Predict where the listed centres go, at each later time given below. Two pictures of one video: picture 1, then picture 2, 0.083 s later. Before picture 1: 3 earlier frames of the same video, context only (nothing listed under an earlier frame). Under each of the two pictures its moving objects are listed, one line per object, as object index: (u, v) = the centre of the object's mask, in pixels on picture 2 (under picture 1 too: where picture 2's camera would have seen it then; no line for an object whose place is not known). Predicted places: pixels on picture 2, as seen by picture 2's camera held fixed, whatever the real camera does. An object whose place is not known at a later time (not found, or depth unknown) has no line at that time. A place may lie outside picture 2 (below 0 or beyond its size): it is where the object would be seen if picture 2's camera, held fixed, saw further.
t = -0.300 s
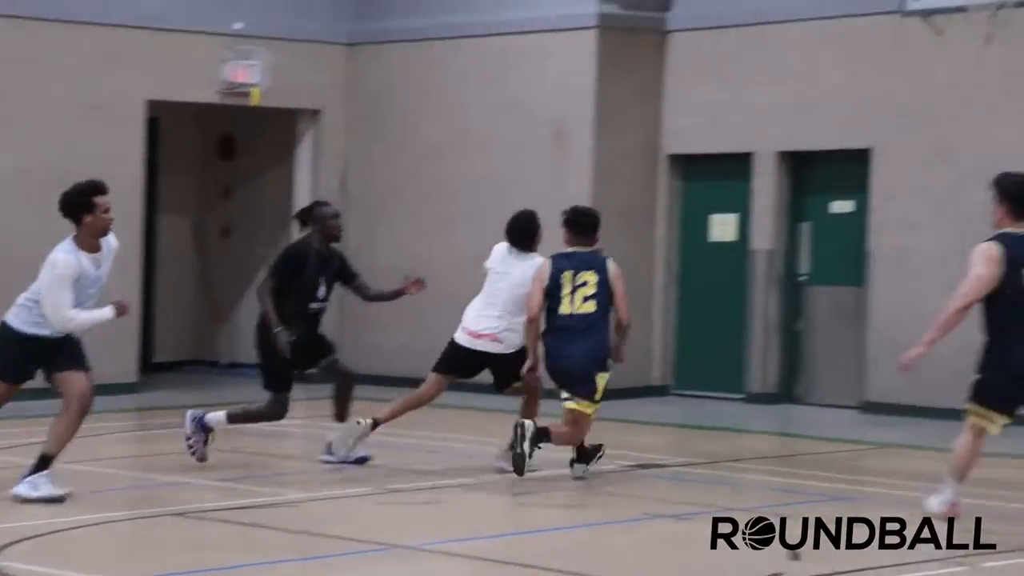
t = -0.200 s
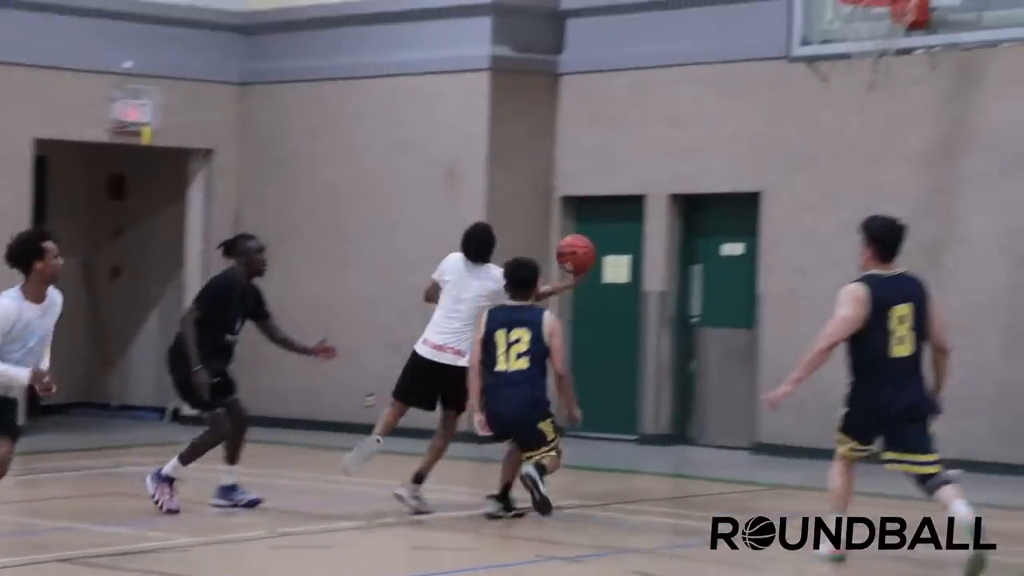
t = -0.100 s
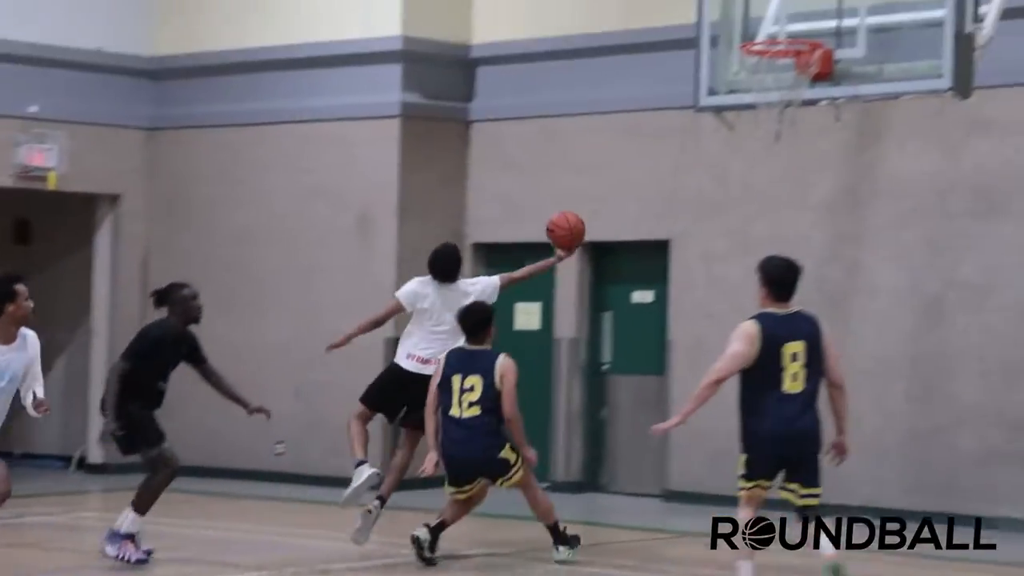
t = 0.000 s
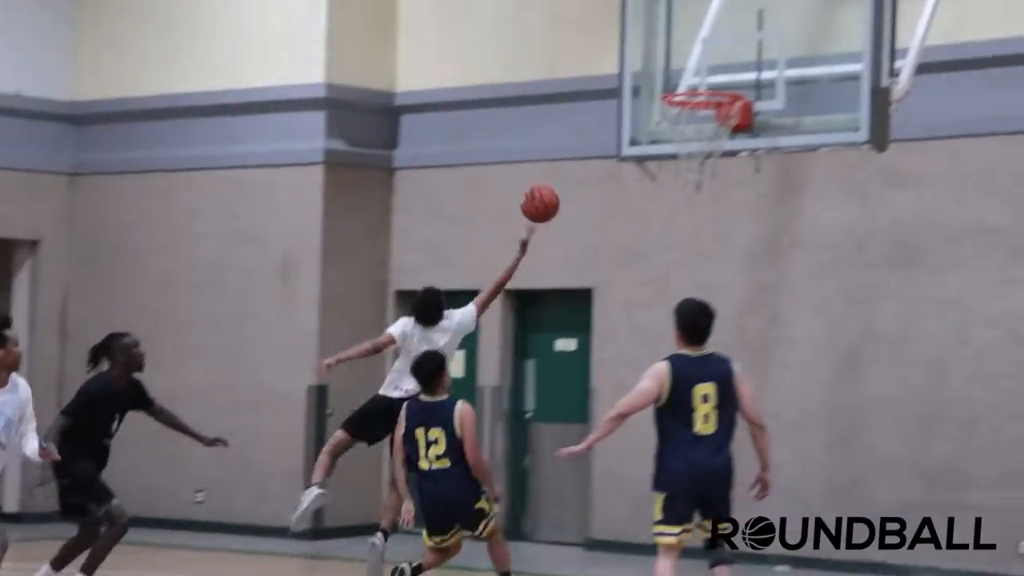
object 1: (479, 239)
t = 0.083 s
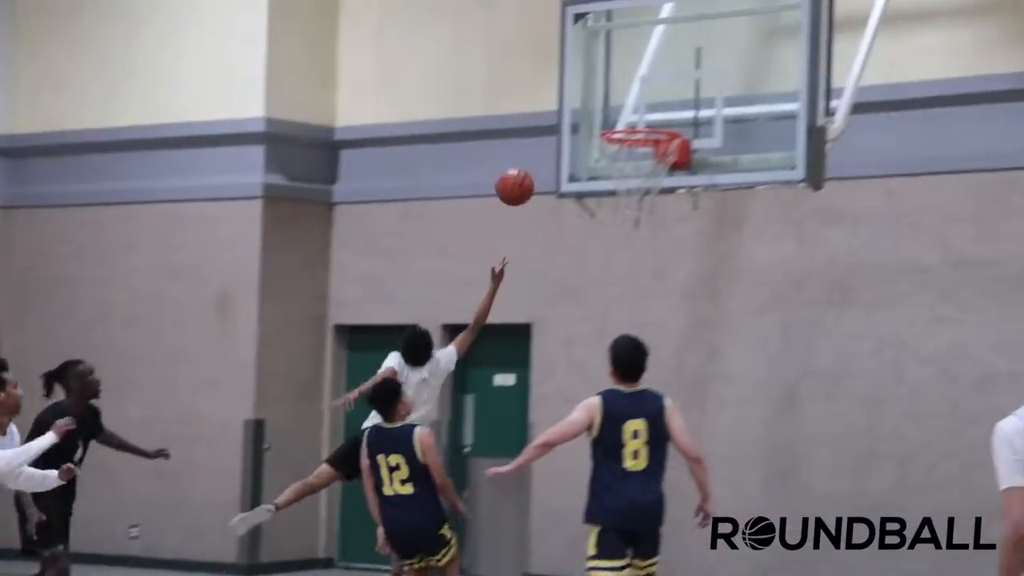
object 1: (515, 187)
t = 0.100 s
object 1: (522, 178)
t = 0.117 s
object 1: (529, 170)
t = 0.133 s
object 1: (535, 161)
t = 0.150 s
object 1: (542, 152)
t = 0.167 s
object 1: (549, 145)
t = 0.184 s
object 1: (556, 138)
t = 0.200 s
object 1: (563, 132)
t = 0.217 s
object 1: (570, 126)
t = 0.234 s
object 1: (576, 120)
